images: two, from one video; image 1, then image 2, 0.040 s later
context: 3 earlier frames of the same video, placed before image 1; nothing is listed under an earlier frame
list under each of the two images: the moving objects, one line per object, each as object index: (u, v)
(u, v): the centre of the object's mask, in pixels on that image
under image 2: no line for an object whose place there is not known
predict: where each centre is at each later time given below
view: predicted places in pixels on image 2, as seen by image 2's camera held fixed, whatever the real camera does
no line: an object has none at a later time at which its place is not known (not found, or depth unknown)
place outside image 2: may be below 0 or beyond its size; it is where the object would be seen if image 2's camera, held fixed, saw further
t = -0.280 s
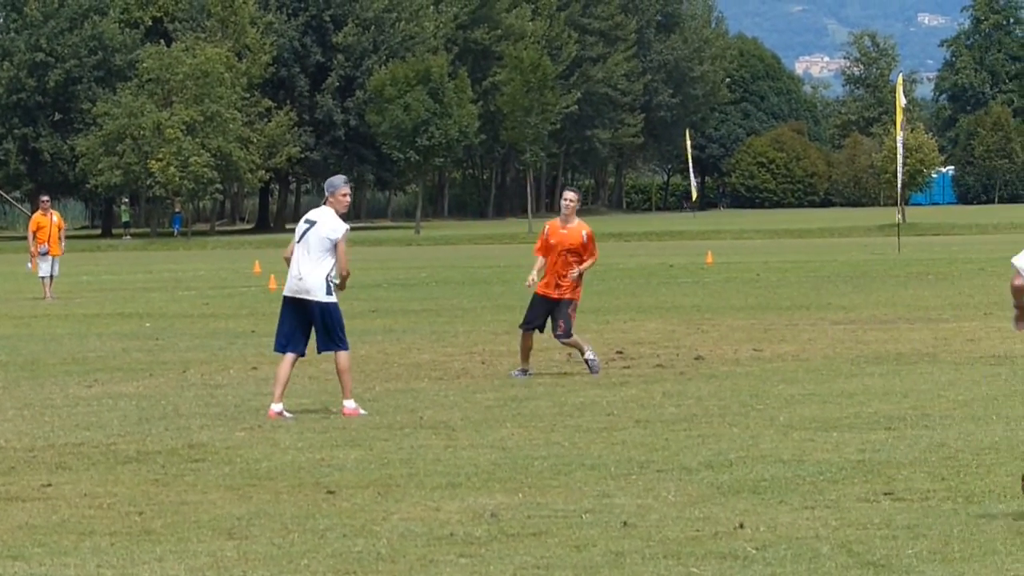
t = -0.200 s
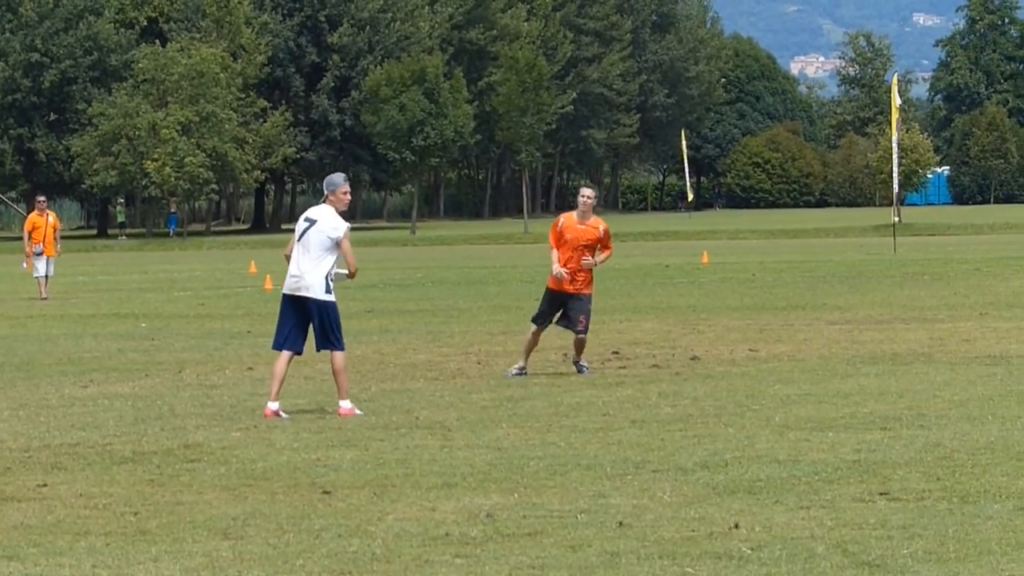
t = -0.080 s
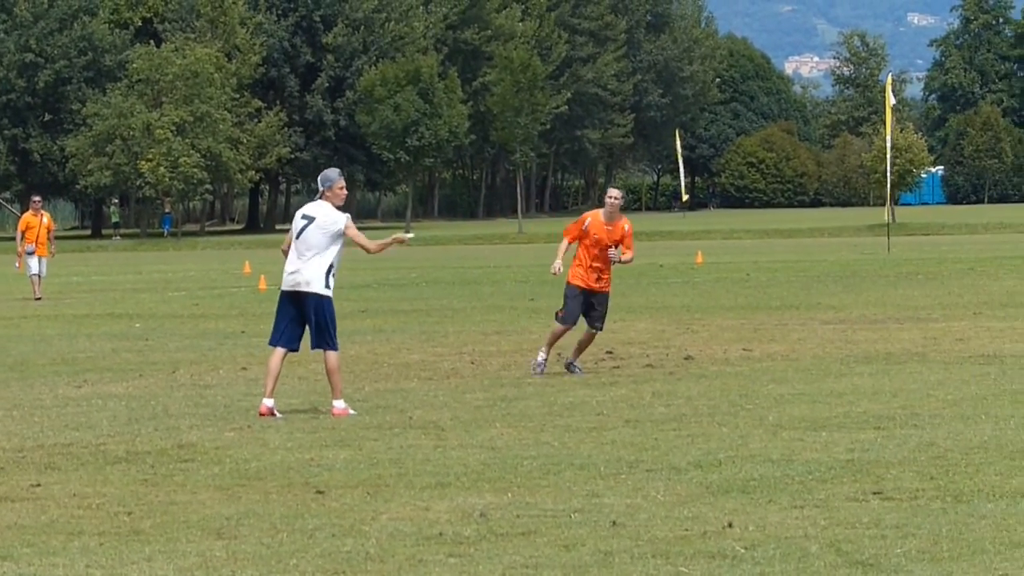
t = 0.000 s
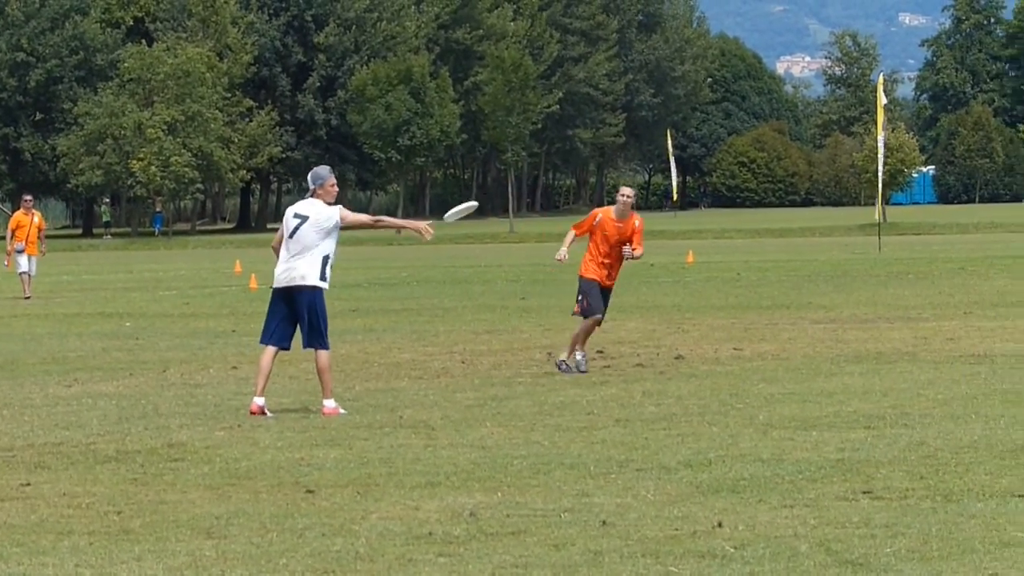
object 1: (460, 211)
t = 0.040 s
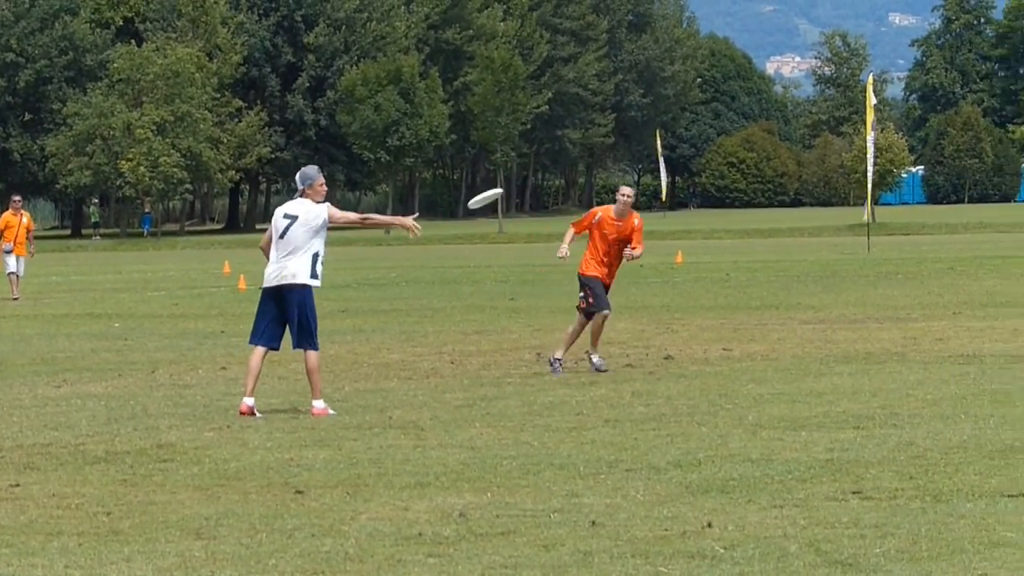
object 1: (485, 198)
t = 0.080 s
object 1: (514, 185)
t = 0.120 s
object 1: (545, 172)
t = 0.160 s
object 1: (574, 163)
